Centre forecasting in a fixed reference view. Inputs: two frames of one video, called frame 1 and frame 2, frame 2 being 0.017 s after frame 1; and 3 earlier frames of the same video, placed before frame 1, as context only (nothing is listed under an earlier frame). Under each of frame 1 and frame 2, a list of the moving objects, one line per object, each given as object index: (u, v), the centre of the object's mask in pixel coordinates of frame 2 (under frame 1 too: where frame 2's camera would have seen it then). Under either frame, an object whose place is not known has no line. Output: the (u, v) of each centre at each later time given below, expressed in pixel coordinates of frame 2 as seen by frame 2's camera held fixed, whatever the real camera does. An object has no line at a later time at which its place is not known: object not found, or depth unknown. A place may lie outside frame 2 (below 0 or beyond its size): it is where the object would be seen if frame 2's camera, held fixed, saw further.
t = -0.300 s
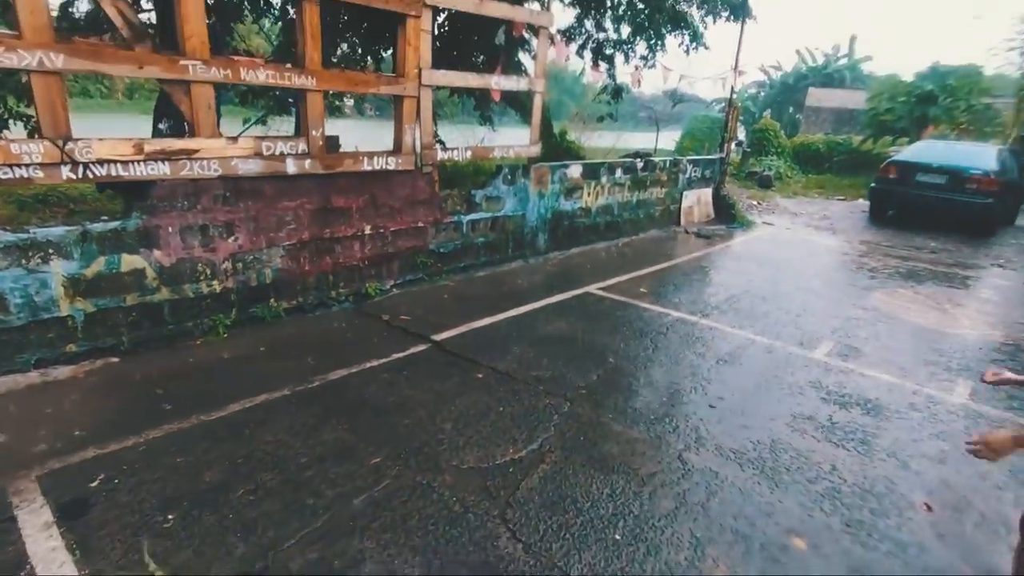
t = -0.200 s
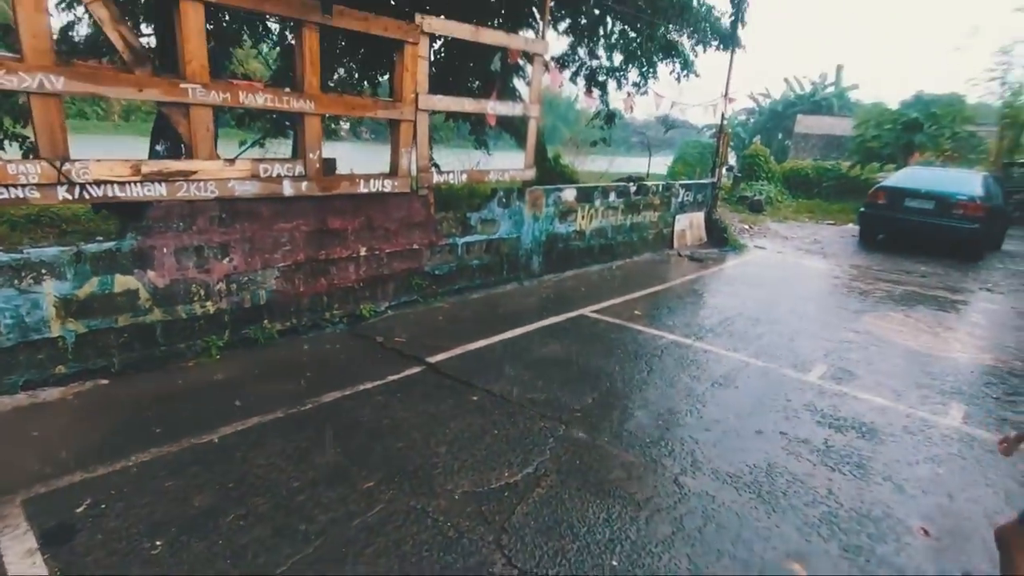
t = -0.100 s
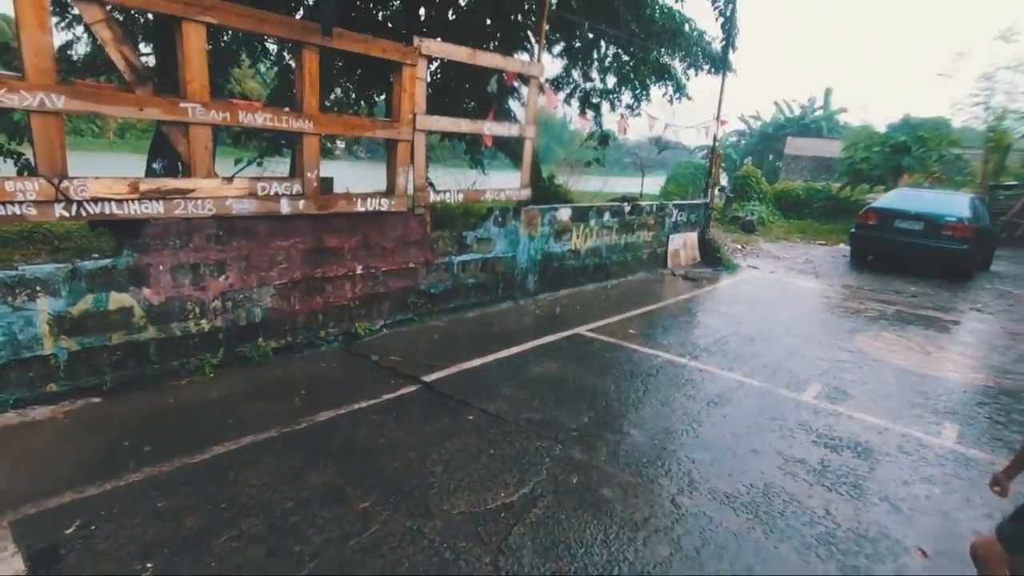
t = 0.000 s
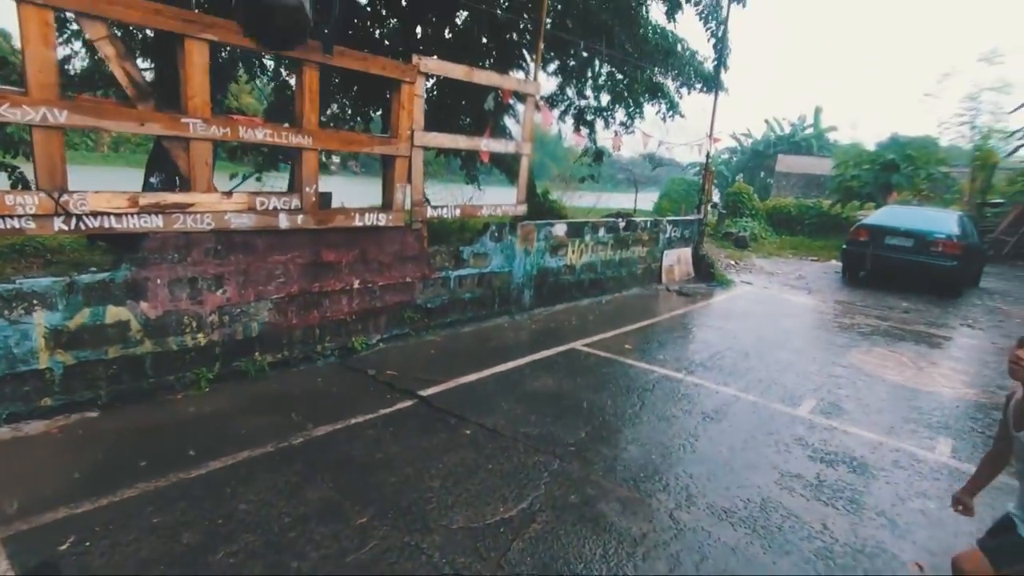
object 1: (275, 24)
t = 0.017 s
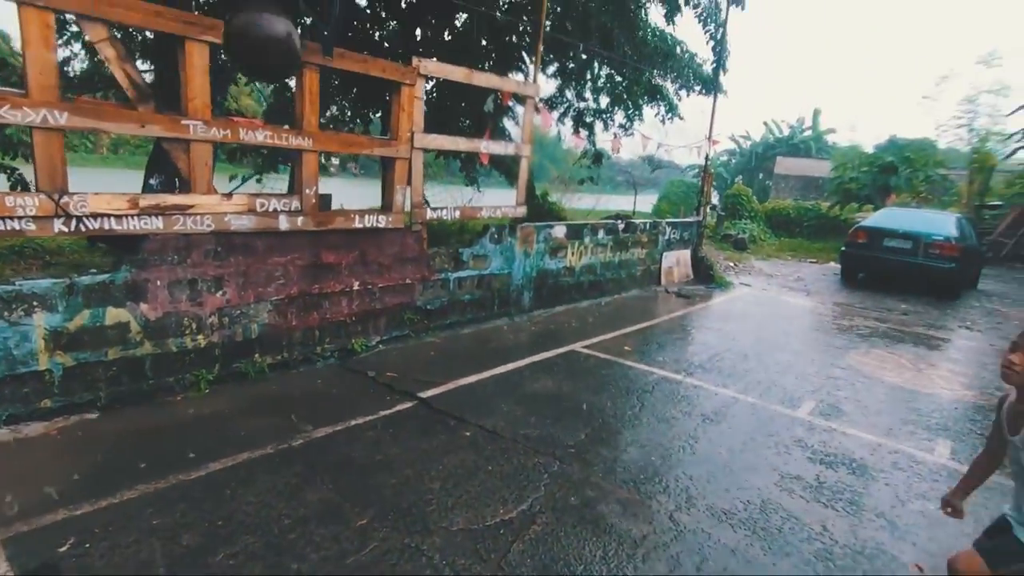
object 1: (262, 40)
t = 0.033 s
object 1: (252, 76)
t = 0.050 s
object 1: (240, 108)
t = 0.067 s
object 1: (229, 139)
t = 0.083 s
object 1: (217, 172)
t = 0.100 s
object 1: (206, 206)
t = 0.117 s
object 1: (196, 240)
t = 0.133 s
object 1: (184, 278)
